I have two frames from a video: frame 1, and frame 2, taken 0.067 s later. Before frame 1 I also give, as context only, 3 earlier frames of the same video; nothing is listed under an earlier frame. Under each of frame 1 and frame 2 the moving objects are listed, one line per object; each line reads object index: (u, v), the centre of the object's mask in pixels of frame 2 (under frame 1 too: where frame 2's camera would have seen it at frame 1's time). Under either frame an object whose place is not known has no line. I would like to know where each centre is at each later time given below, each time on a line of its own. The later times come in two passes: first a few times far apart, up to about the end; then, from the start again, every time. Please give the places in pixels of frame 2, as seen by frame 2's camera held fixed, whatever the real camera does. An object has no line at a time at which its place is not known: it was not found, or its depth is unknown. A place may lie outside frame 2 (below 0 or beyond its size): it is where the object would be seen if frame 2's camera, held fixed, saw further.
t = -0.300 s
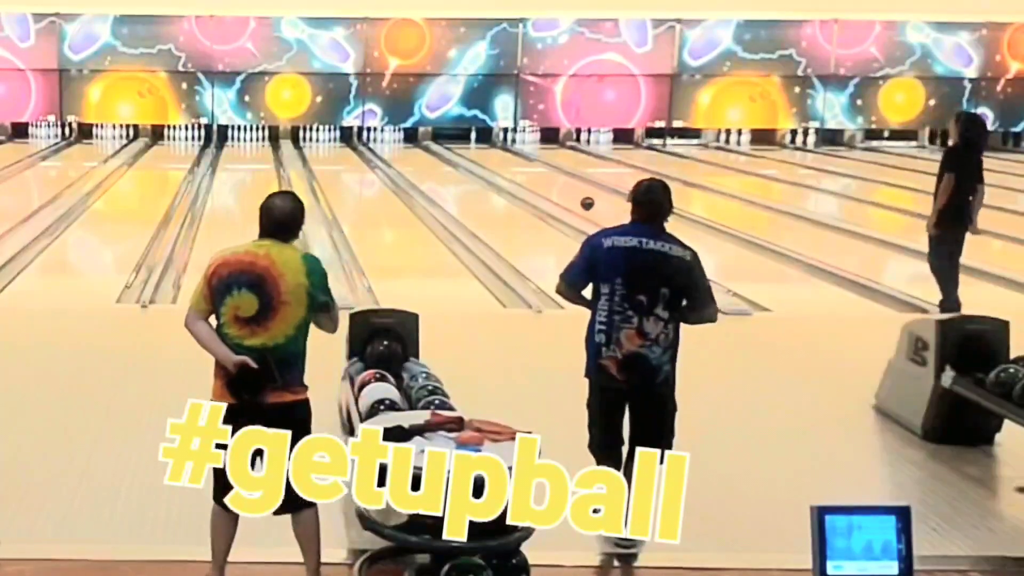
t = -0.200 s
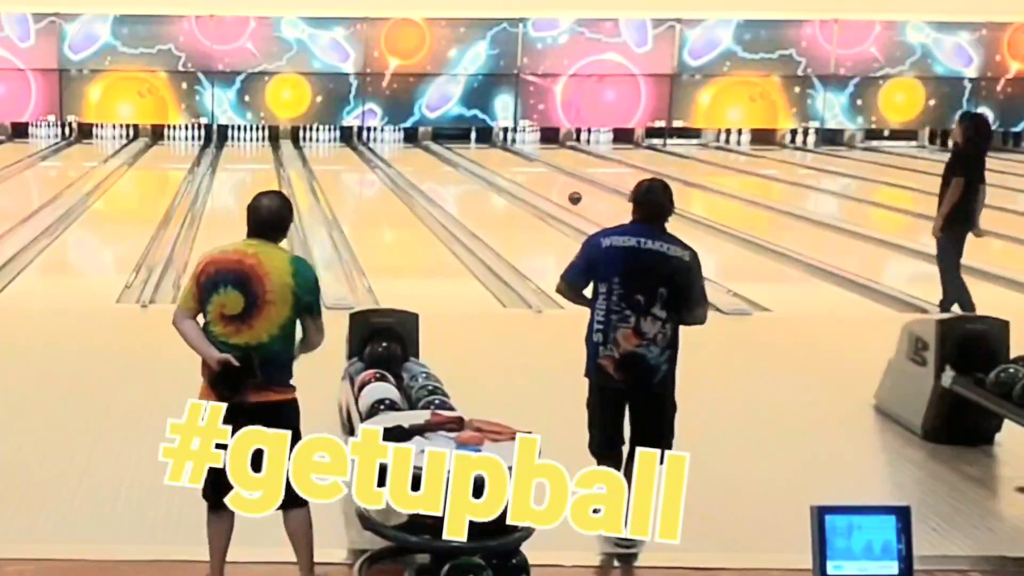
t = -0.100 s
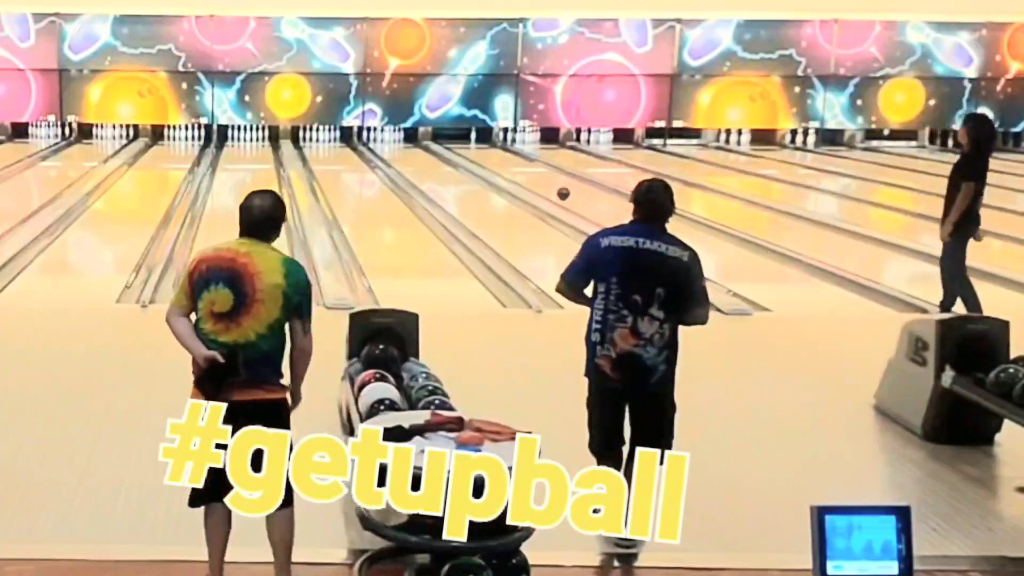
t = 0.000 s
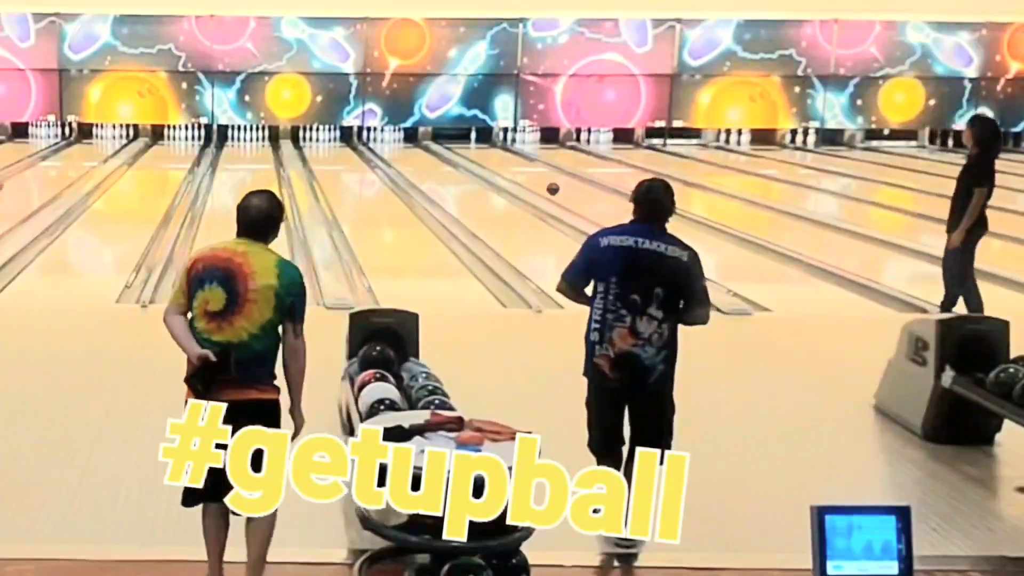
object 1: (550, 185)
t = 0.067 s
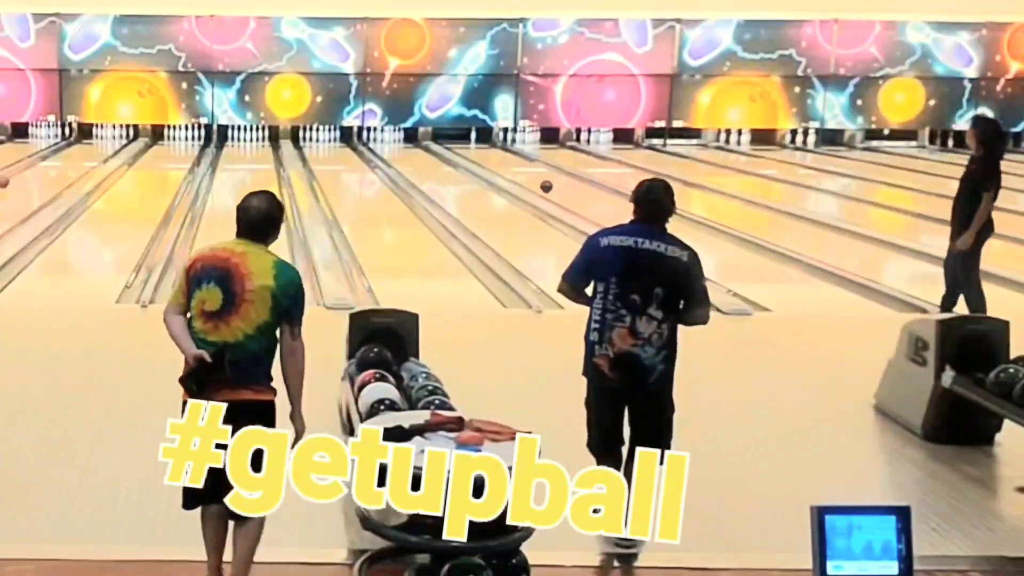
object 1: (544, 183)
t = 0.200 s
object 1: (533, 178)
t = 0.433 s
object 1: (516, 173)
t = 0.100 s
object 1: (541, 182)
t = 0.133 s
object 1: (538, 180)
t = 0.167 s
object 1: (535, 179)
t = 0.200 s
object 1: (533, 178)
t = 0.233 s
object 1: (531, 177)
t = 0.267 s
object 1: (527, 177)
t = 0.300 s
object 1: (525, 177)
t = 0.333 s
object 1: (522, 176)
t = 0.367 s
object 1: (520, 175)
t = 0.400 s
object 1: (518, 174)
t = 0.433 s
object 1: (516, 173)
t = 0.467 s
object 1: (513, 171)
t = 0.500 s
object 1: (511, 171)
